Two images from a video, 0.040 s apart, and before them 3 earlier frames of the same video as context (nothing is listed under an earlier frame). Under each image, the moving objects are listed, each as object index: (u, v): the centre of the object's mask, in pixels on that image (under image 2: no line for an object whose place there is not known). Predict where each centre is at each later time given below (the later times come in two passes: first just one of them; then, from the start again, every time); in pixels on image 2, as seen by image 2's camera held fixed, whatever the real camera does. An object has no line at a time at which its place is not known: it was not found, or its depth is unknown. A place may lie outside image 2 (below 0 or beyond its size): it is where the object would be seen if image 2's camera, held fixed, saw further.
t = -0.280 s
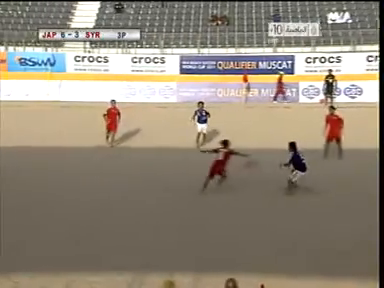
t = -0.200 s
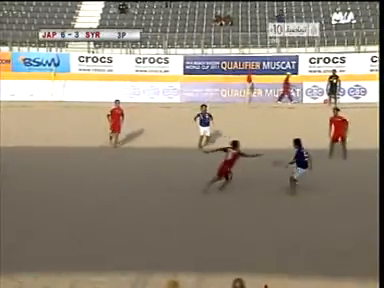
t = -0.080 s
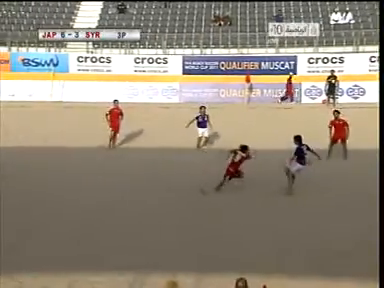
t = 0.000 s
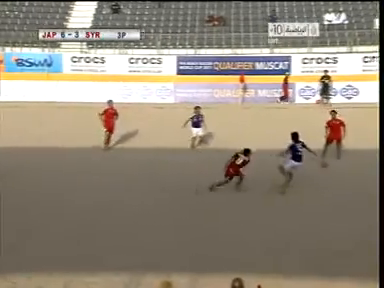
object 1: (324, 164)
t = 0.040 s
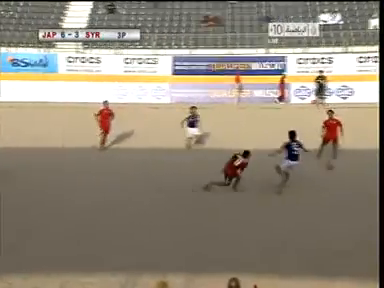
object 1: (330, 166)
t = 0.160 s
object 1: (362, 177)
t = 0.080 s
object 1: (341, 170)
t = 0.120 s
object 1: (352, 173)
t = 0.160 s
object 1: (362, 177)
